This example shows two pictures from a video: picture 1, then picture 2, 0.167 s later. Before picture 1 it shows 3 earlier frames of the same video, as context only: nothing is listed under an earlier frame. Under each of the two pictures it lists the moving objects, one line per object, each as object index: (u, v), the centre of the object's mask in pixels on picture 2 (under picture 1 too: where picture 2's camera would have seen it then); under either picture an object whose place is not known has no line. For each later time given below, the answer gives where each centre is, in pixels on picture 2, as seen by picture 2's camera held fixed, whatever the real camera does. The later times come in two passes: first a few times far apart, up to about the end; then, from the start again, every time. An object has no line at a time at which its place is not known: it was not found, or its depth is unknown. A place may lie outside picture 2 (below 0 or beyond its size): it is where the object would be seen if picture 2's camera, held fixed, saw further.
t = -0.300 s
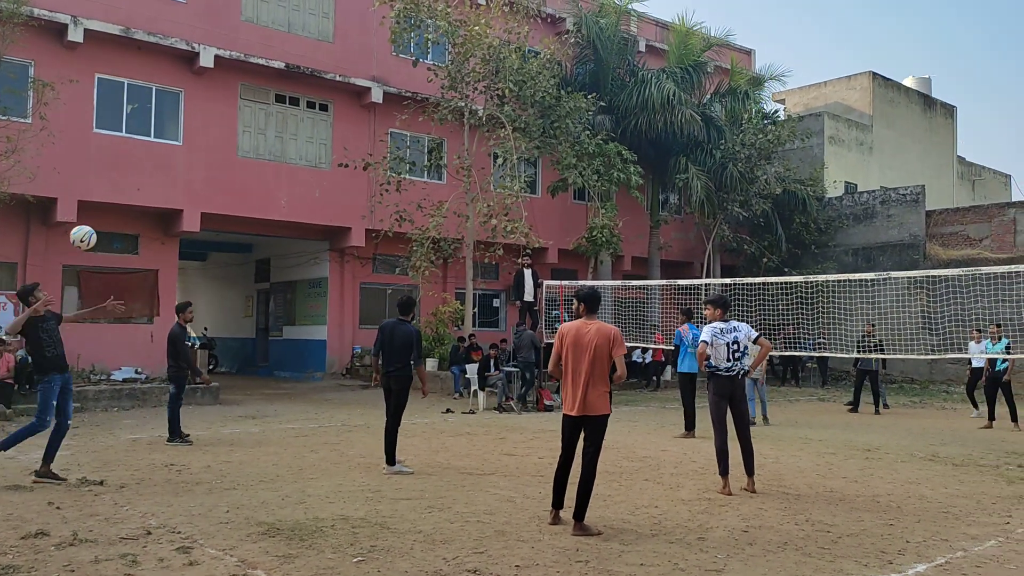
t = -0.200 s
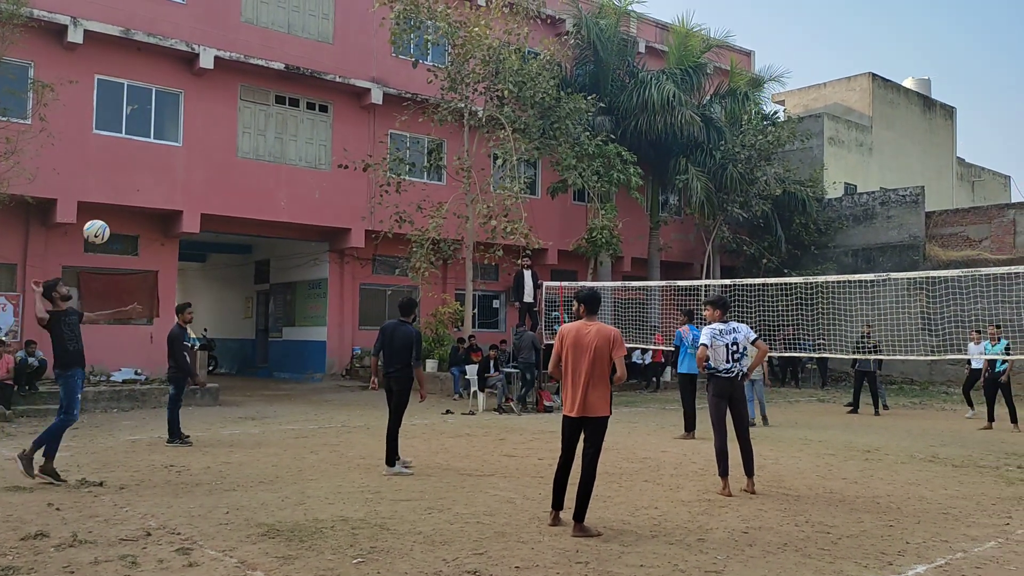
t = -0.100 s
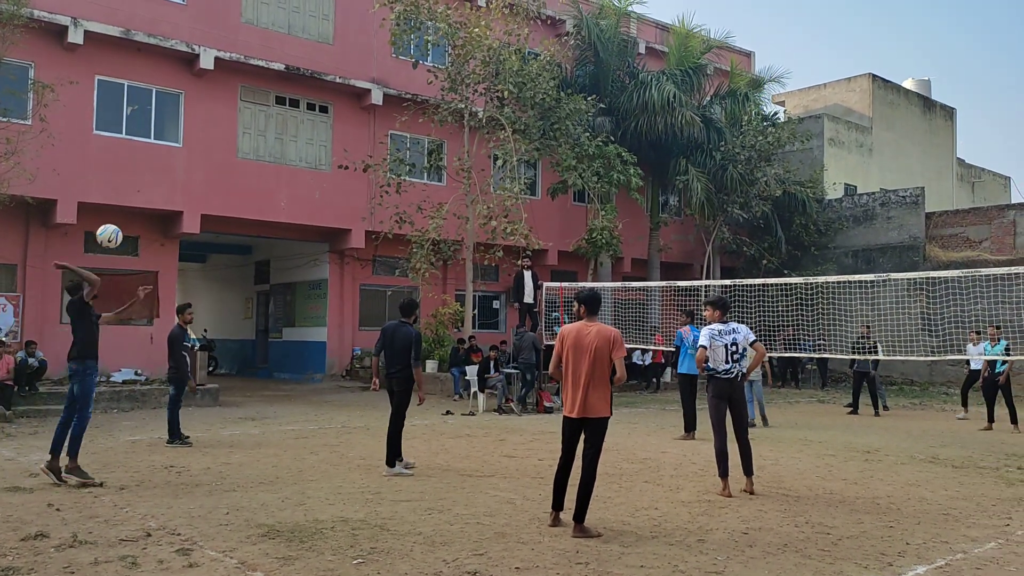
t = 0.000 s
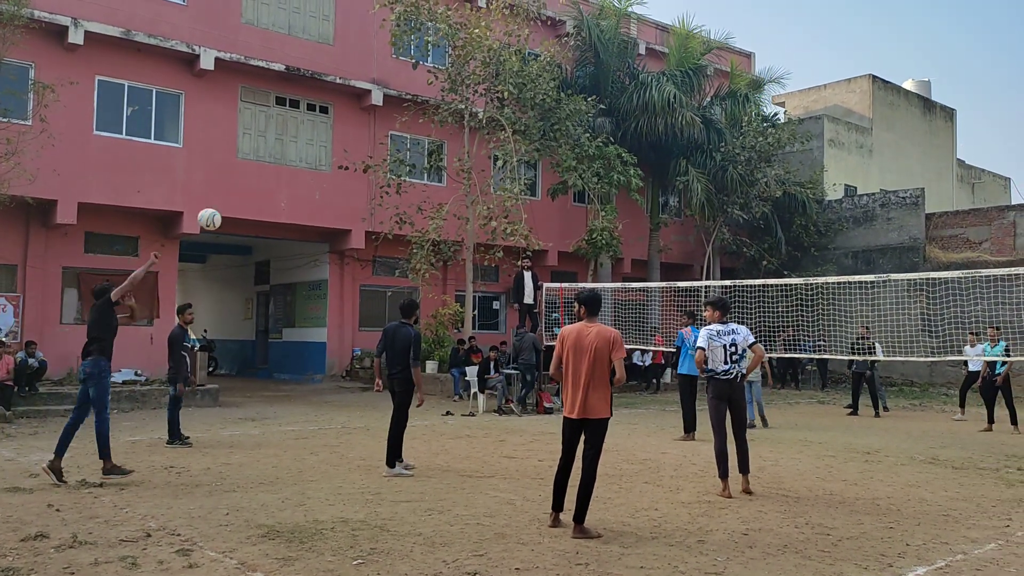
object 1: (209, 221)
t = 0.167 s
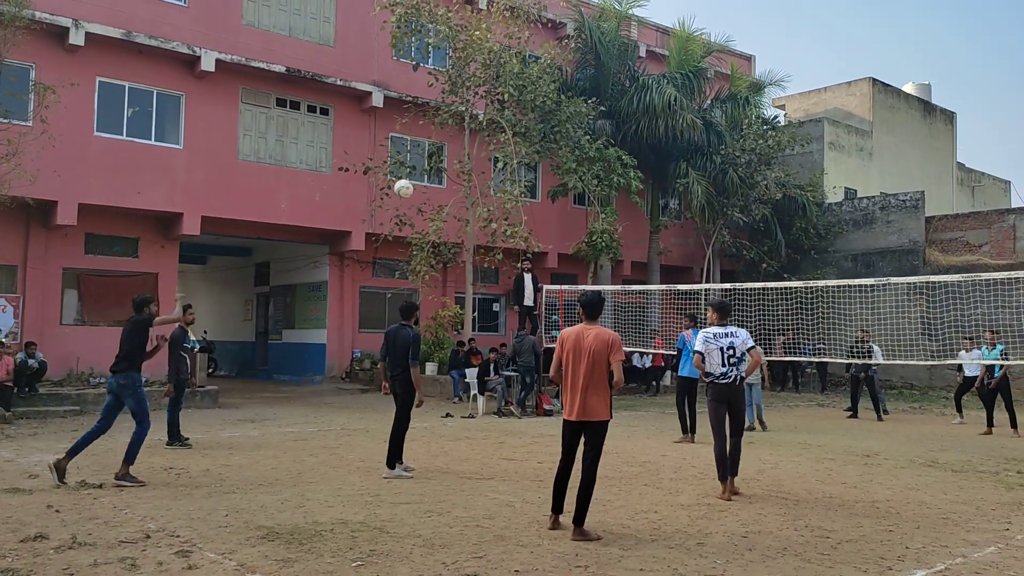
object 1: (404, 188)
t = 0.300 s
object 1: (521, 186)
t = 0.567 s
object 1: (696, 214)
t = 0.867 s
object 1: (839, 277)
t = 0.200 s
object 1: (436, 186)
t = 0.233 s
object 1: (466, 185)
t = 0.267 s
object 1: (494, 184)
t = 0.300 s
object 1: (521, 186)
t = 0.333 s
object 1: (546, 186)
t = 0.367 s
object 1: (571, 188)
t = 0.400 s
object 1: (594, 191)
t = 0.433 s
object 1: (616, 195)
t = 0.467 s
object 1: (637, 199)
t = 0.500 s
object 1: (657, 204)
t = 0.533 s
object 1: (677, 208)
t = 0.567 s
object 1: (696, 214)
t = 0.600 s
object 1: (714, 220)
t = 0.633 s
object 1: (731, 226)
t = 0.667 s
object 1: (748, 232)
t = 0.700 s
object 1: (764, 239)
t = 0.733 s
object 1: (780, 246)
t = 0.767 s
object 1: (796, 254)
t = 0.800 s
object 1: (811, 262)
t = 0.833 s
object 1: (825, 270)
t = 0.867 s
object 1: (839, 277)
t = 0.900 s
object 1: (852, 289)
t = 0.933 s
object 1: (866, 298)
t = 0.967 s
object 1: (878, 308)
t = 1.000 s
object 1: (890, 319)
